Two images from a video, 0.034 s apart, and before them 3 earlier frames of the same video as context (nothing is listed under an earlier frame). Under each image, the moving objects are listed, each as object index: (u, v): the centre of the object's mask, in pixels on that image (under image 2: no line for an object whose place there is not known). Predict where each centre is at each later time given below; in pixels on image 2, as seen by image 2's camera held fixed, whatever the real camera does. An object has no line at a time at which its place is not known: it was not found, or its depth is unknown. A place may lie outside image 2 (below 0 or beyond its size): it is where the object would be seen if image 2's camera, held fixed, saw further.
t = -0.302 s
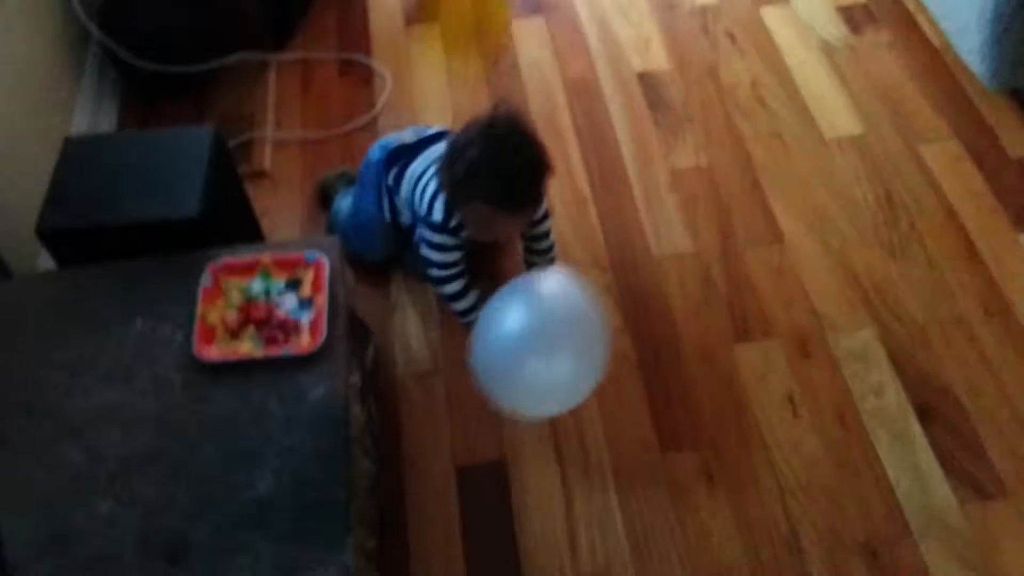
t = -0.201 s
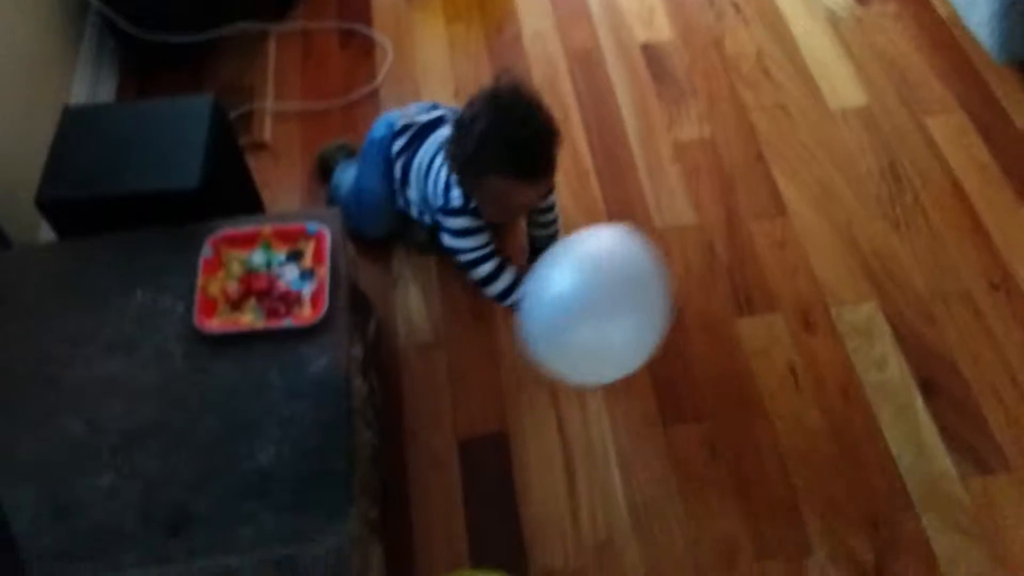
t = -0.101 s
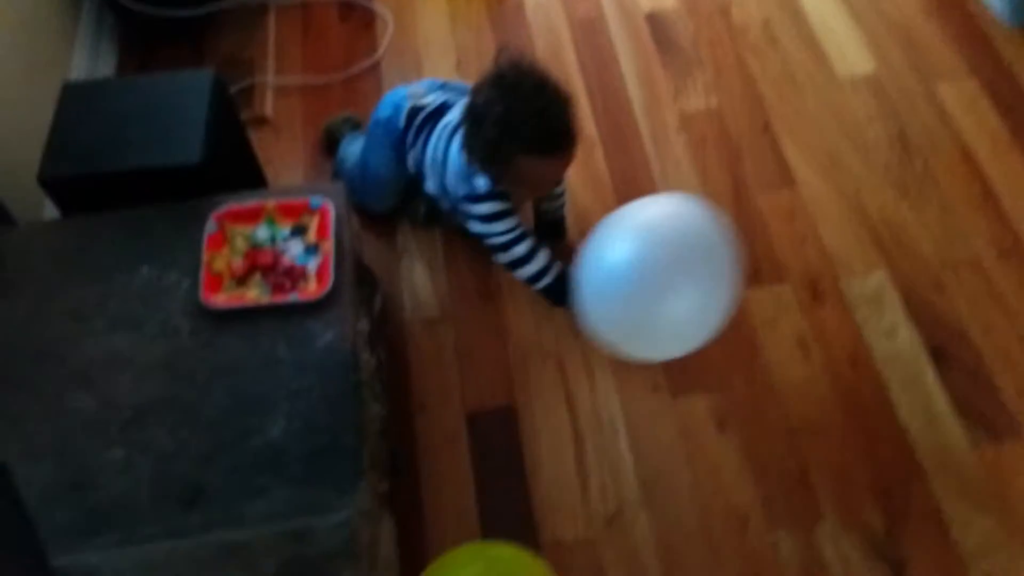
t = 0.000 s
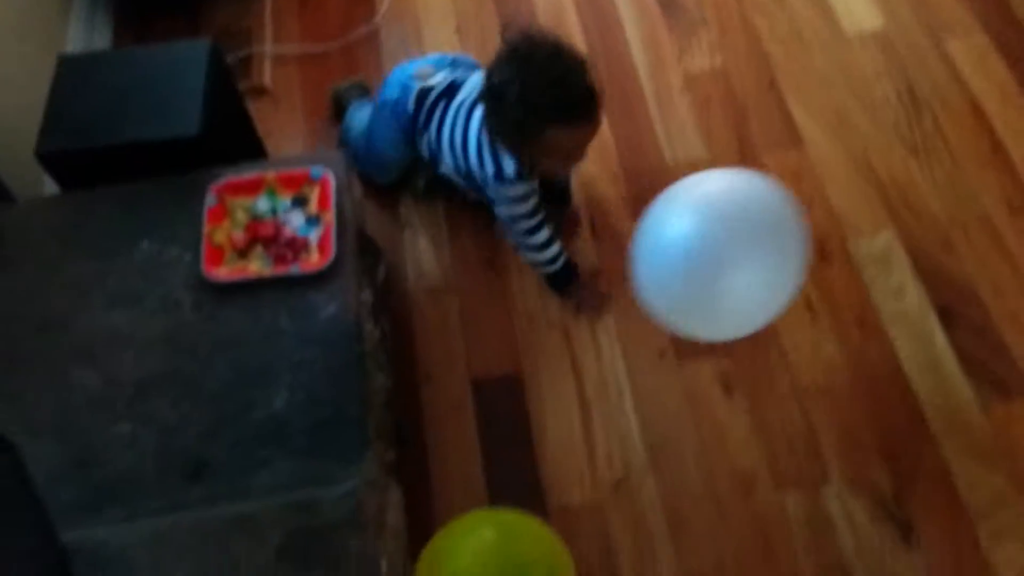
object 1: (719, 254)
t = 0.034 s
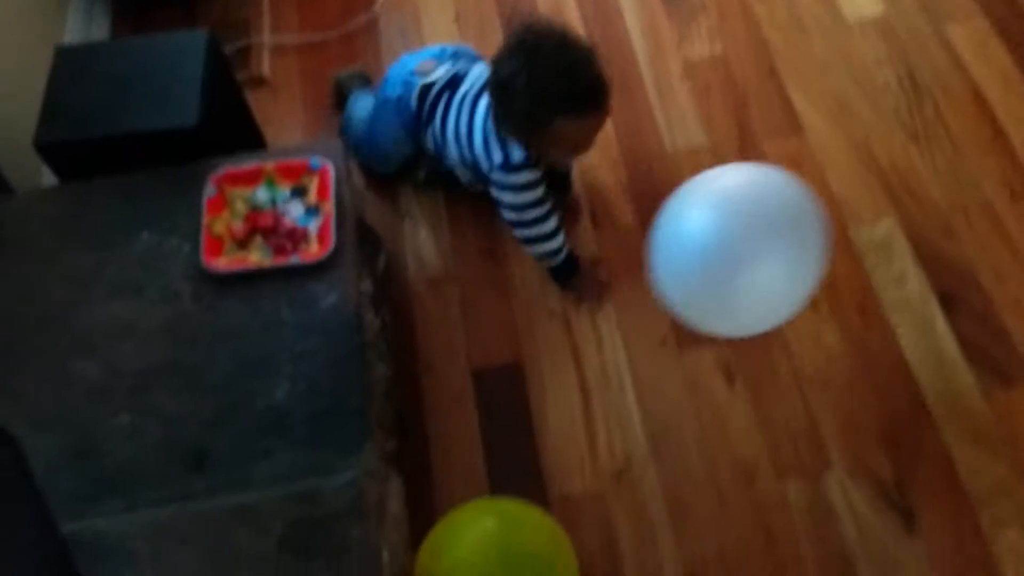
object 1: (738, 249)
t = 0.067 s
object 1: (755, 258)
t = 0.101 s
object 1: (771, 269)
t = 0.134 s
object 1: (789, 279)
